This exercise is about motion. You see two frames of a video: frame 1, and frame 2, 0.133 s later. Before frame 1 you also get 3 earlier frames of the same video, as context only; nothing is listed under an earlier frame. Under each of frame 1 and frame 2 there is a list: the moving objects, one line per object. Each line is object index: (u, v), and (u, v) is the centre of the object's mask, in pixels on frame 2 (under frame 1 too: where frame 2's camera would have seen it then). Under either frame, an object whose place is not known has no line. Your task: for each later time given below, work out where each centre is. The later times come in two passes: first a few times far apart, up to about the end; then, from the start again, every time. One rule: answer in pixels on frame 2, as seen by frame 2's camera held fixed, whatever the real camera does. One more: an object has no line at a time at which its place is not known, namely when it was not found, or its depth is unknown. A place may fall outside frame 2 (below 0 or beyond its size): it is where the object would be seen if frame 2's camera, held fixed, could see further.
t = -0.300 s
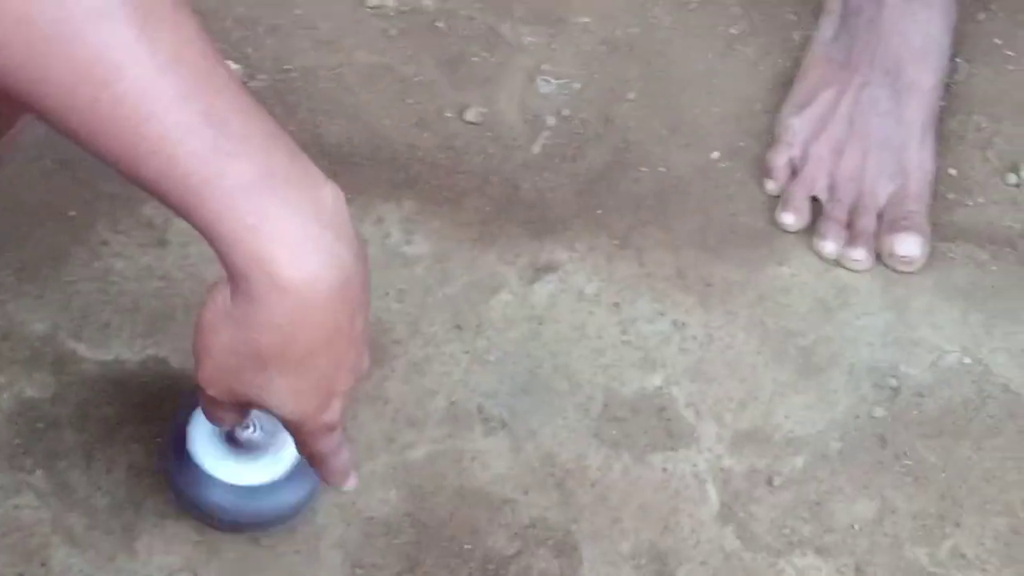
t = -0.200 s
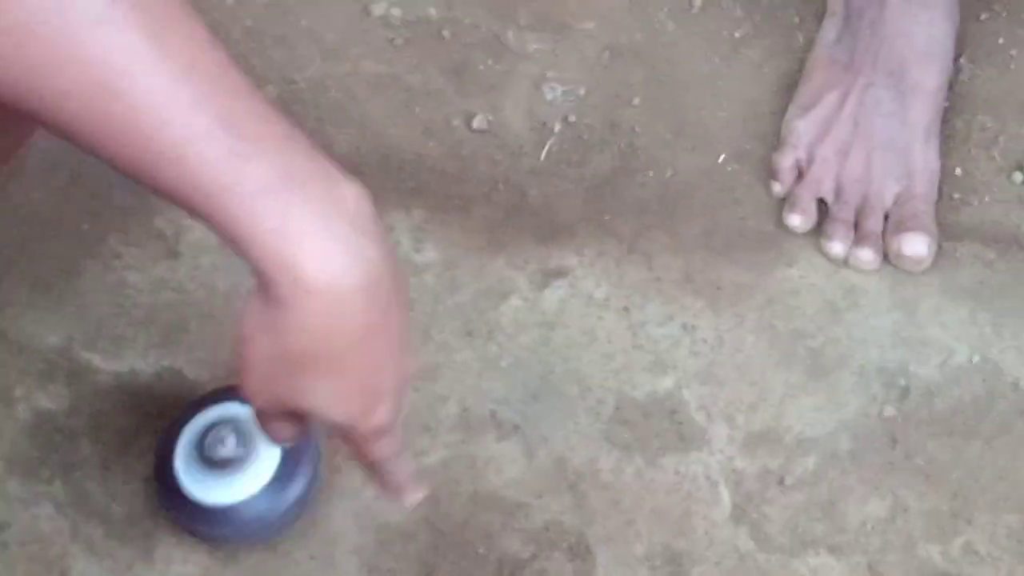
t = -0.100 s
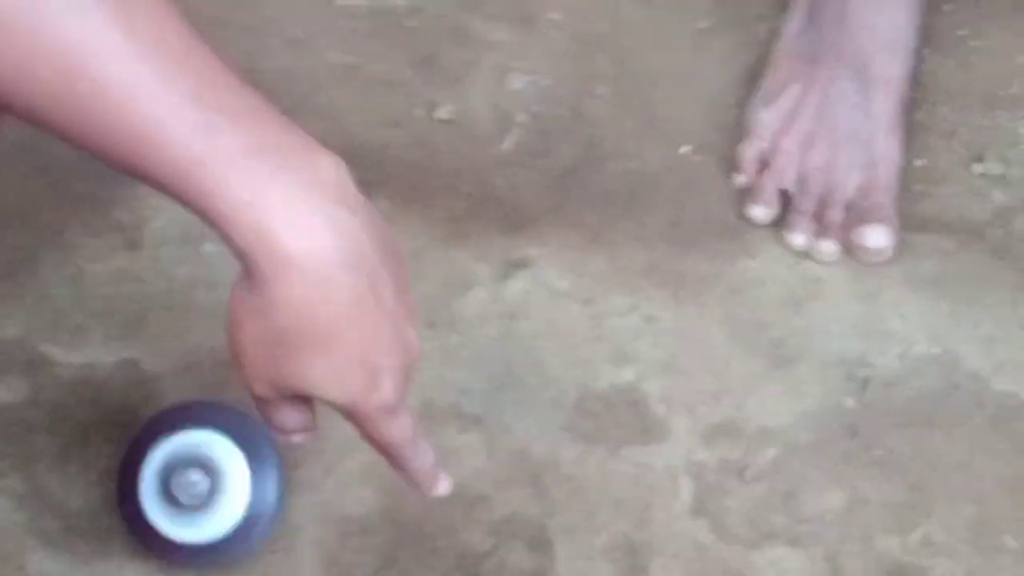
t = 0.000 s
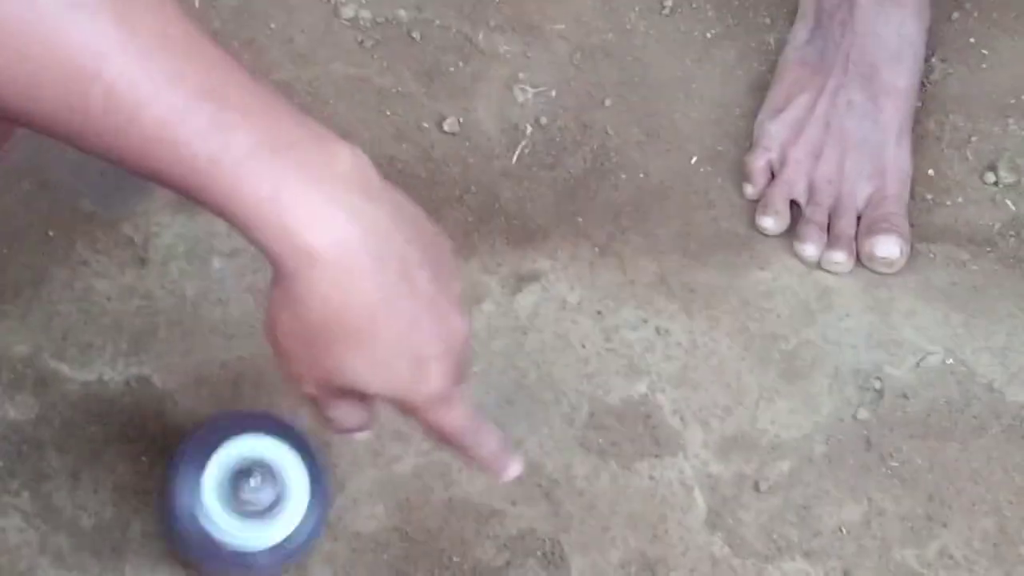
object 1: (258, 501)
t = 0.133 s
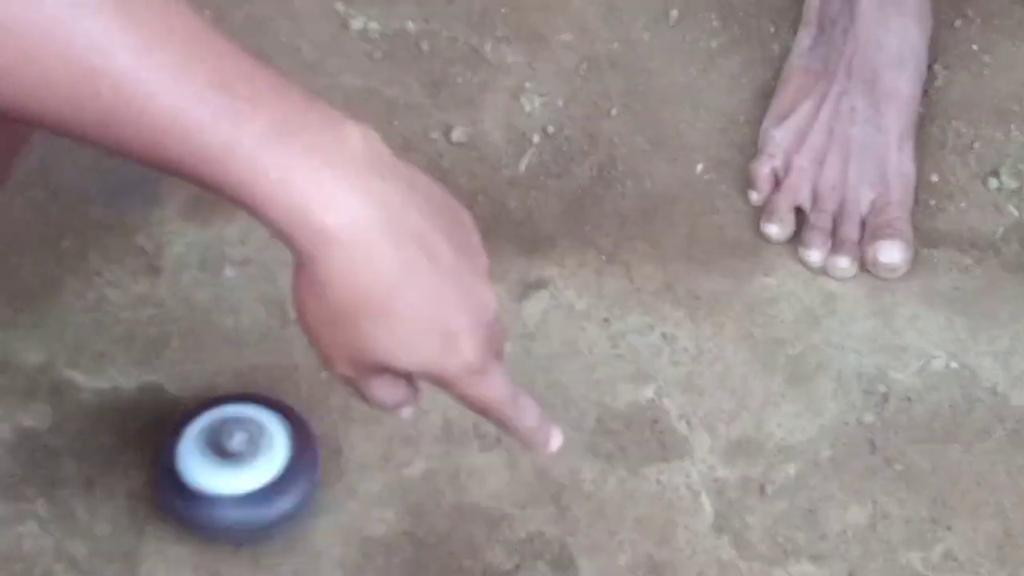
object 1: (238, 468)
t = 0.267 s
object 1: (224, 497)
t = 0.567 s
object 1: (225, 493)
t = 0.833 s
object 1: (248, 463)
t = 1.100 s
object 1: (242, 516)
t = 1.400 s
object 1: (219, 469)
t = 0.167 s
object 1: (227, 474)
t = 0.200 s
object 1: (221, 482)
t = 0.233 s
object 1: (218, 491)
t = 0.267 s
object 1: (224, 497)
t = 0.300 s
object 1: (232, 504)
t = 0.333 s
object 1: (242, 499)
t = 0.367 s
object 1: (246, 496)
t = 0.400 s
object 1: (247, 489)
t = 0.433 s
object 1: (245, 484)
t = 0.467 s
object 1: (241, 480)
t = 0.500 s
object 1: (234, 482)
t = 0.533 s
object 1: (230, 485)
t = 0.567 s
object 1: (225, 493)
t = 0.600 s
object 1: (226, 499)
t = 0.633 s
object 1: (232, 504)
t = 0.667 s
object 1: (241, 507)
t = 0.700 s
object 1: (251, 503)
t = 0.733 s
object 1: (259, 494)
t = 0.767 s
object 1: (262, 484)
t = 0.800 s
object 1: (260, 470)
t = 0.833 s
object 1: (248, 463)
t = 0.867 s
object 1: (235, 460)
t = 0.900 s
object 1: (223, 465)
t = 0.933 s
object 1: (209, 476)
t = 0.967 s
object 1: (208, 491)
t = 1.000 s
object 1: (212, 505)
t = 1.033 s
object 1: (221, 514)
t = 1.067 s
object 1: (228, 518)
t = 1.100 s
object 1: (242, 516)
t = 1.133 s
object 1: (253, 508)
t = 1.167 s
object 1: (261, 500)
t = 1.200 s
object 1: (265, 493)
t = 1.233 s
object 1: (264, 481)
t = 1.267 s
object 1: (257, 471)
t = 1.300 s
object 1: (251, 466)
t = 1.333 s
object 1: (243, 463)
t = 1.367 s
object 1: (230, 464)
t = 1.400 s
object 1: (219, 469)
